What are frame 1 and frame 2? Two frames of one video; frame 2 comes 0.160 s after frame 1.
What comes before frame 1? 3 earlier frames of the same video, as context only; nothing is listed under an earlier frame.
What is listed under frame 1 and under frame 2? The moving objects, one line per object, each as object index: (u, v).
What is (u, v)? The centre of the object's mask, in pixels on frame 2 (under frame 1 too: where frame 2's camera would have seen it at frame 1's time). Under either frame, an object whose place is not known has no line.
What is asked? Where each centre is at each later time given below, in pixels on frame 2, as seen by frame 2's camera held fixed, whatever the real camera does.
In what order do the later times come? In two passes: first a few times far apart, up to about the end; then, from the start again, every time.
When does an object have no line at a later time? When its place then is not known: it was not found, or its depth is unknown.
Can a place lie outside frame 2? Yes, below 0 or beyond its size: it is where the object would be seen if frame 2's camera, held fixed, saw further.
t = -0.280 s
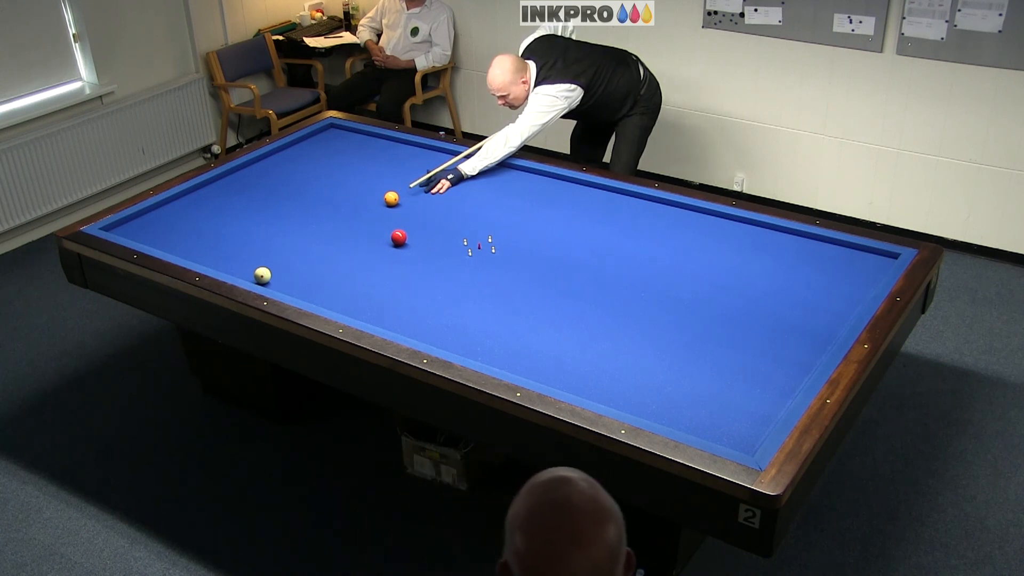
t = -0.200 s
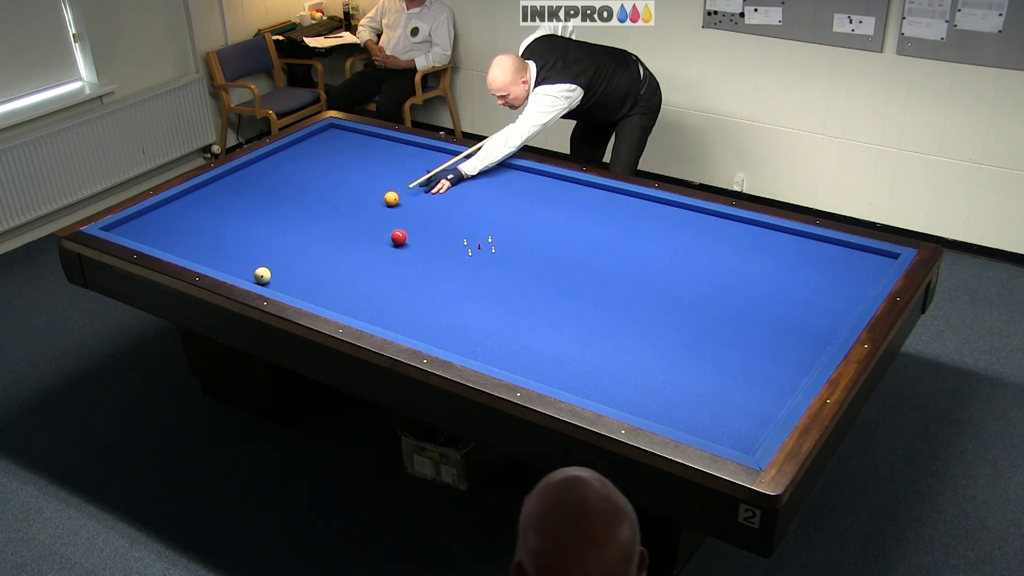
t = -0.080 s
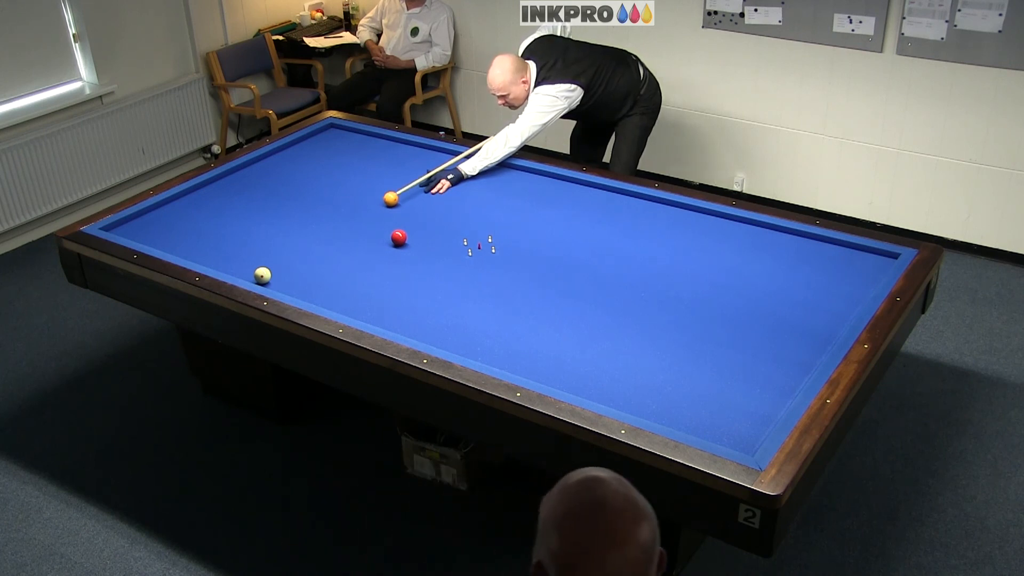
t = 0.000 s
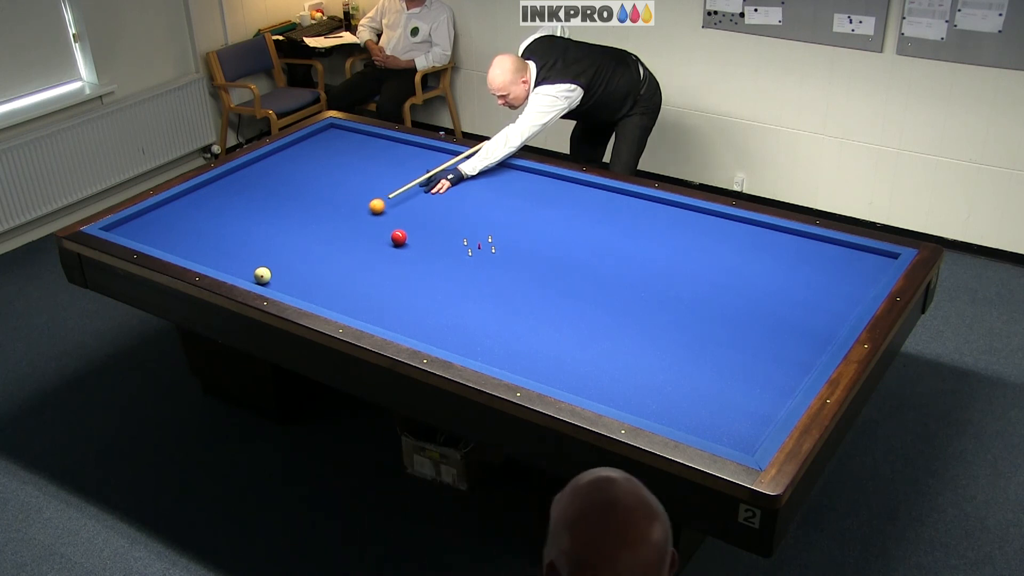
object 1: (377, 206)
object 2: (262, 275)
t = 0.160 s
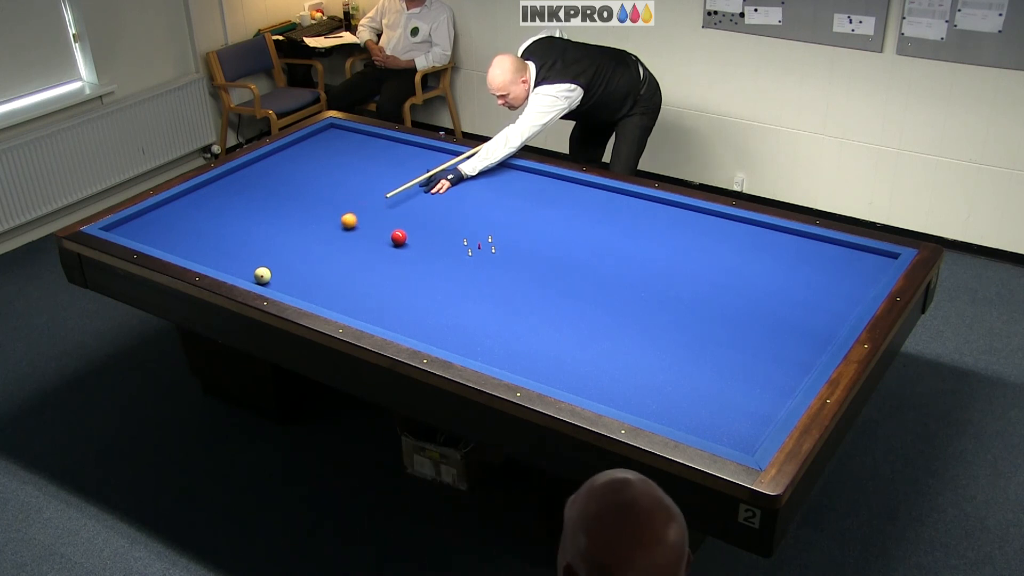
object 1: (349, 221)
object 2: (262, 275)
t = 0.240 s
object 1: (335, 229)
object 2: (262, 275)
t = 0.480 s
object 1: (289, 253)
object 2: (262, 275)
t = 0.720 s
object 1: (241, 272)
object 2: (264, 279)
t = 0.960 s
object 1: (247, 260)
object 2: (274, 283)
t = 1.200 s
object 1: (256, 246)
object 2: (288, 284)
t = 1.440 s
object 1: (265, 234)
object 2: (302, 284)
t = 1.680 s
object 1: (273, 222)
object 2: (315, 284)
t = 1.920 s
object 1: (280, 212)
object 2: (328, 284)
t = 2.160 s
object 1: (287, 202)
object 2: (340, 284)
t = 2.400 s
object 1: (294, 192)
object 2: (351, 284)
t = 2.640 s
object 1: (300, 184)
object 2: (361, 284)
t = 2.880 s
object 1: (306, 175)
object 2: (371, 284)
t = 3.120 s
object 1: (312, 168)
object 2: (380, 284)
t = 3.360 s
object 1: (317, 160)
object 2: (388, 284)
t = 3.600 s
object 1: (322, 153)
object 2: (395, 284)
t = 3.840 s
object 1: (327, 147)
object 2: (402, 285)
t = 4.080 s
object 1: (331, 141)
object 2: (408, 285)
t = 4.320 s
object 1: (335, 136)
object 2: (413, 285)
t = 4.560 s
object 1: (339, 130)
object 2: (418, 284)
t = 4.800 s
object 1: (337, 129)
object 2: (422, 284)
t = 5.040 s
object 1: (330, 130)
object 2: (425, 284)
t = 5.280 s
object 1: (323, 132)
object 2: (428, 285)
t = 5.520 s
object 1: (317, 133)
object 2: (430, 285)
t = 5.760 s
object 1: (314, 134)
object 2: (431, 285)
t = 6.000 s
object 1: (314, 136)
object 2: (431, 285)
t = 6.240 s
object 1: (313, 137)
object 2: (431, 285)
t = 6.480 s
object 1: (312, 138)
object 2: (431, 285)
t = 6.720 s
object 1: (311, 139)
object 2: (430, 285)
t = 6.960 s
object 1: (311, 139)
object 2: (430, 285)
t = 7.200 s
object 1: (311, 140)
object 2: (430, 285)
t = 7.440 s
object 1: (311, 140)
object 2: (430, 285)
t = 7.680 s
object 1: (311, 140)
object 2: (430, 285)
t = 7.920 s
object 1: (312, 140)
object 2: (430, 285)
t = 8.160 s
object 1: (312, 140)
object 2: (431, 285)
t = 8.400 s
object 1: (312, 140)
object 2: (431, 285)
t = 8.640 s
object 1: (312, 140)
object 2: (431, 285)
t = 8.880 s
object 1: (312, 140)
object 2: (431, 285)
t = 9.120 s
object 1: (312, 140)
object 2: (431, 285)
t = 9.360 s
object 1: (312, 140)
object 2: (431, 285)
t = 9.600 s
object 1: (312, 140)
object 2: (431, 285)
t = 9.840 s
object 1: (312, 140)
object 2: (431, 285)
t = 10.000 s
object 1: (312, 140)
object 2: (431, 285)
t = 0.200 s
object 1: (342, 225)
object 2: (262, 275)
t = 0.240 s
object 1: (335, 229)
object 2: (262, 275)
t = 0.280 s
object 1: (327, 233)
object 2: (262, 275)
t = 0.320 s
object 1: (320, 236)
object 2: (262, 275)
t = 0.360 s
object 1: (312, 240)
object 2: (262, 275)
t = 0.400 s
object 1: (305, 244)
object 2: (262, 275)
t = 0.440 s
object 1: (297, 249)
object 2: (262, 275)
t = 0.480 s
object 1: (289, 253)
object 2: (262, 275)
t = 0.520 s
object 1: (281, 257)
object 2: (262, 275)
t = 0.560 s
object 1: (274, 261)
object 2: (262, 275)
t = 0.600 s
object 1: (266, 263)
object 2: (262, 276)
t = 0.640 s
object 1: (257, 266)
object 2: (263, 277)
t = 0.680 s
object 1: (249, 271)
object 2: (263, 278)
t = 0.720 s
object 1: (241, 272)
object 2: (264, 279)
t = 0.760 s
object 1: (238, 271)
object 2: (264, 280)
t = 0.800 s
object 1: (240, 270)
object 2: (265, 281)
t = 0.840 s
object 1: (242, 267)
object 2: (267, 282)
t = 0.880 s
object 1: (244, 264)
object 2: (270, 282)
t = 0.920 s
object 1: (245, 262)
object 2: (272, 282)
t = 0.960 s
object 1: (247, 260)
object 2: (274, 283)
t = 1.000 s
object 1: (249, 258)
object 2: (277, 283)
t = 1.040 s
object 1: (250, 255)
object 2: (279, 283)
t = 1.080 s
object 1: (252, 253)
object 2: (281, 283)
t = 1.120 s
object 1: (253, 251)
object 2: (284, 283)
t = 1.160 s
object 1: (255, 249)
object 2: (286, 284)
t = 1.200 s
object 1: (256, 246)
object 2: (288, 284)
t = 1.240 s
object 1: (258, 244)
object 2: (290, 284)
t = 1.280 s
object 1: (259, 242)
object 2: (293, 284)
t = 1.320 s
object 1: (260, 240)
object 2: (295, 284)
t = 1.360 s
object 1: (262, 238)
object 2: (298, 284)
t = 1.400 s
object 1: (263, 236)
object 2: (300, 284)
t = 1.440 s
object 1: (265, 234)
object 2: (302, 284)
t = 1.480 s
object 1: (266, 232)
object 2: (304, 284)
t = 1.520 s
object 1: (268, 230)
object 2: (307, 284)
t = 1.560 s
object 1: (269, 228)
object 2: (309, 284)
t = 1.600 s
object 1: (270, 226)
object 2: (311, 284)
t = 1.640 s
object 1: (272, 224)
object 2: (313, 284)
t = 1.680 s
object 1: (273, 222)
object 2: (315, 284)
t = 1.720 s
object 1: (274, 220)
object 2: (317, 284)
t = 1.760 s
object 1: (275, 219)
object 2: (319, 284)
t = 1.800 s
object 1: (277, 217)
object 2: (322, 284)
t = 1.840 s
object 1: (278, 215)
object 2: (324, 284)
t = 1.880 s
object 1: (279, 213)
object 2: (326, 284)
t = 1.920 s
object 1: (280, 212)
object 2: (328, 284)
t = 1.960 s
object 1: (281, 210)
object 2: (330, 284)
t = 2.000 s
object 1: (283, 208)
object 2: (332, 284)
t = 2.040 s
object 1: (284, 207)
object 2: (334, 284)
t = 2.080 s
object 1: (285, 205)
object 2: (336, 284)
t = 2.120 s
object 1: (286, 203)
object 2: (338, 284)
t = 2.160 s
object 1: (287, 202)
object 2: (340, 284)
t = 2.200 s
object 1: (289, 200)
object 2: (341, 284)
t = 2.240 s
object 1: (289, 199)
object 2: (343, 284)
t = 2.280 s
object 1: (291, 197)
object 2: (345, 284)
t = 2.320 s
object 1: (292, 196)
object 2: (347, 284)
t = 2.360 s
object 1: (293, 194)
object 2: (349, 284)
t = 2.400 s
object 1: (294, 192)
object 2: (351, 284)
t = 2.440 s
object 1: (295, 191)
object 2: (352, 284)
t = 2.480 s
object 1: (296, 189)
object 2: (354, 284)
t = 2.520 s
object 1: (297, 188)
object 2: (356, 284)
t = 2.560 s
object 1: (298, 187)
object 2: (358, 284)
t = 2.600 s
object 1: (299, 185)
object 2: (359, 284)
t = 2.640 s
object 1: (300, 184)
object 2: (361, 284)
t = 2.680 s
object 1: (301, 182)
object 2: (363, 284)
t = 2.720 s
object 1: (302, 181)
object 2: (364, 284)
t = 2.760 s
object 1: (303, 179)
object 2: (366, 284)
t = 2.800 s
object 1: (304, 178)
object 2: (368, 284)
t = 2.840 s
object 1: (305, 176)
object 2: (369, 284)
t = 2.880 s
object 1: (306, 175)
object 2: (371, 284)
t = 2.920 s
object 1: (307, 174)
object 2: (372, 284)
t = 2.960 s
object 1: (308, 172)
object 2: (374, 284)
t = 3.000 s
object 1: (309, 171)
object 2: (375, 284)
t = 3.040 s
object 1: (310, 170)
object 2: (377, 284)
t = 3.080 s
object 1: (311, 169)
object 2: (378, 284)
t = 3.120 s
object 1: (312, 168)
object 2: (380, 284)
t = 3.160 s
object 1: (313, 166)
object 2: (381, 284)
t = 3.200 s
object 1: (314, 165)
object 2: (382, 284)
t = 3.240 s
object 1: (314, 164)
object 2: (384, 283)
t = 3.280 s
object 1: (315, 163)
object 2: (385, 284)
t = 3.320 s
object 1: (316, 161)
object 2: (386, 284)
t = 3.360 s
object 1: (317, 160)
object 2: (388, 284)
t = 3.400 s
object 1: (318, 159)
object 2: (389, 284)
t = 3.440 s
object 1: (319, 158)
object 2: (390, 284)
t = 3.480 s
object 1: (319, 157)
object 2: (391, 284)
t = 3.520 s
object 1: (320, 156)
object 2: (392, 284)
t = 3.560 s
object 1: (321, 154)
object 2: (394, 284)
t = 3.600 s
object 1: (322, 153)
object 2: (395, 284)
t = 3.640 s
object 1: (323, 152)
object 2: (396, 285)
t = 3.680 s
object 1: (324, 151)
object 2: (397, 284)
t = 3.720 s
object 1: (324, 150)
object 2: (398, 285)
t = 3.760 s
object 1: (325, 149)
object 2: (399, 285)
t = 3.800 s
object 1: (326, 148)
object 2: (401, 285)
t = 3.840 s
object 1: (327, 147)
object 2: (402, 285)
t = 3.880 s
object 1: (327, 146)
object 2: (403, 285)
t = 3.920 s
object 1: (328, 145)
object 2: (404, 285)
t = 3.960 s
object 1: (329, 144)
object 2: (405, 285)
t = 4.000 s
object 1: (330, 143)
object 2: (406, 285)
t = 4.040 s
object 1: (330, 142)
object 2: (407, 285)
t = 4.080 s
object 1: (331, 141)
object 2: (408, 285)
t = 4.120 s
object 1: (331, 140)
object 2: (408, 285)
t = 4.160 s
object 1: (332, 139)
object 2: (409, 285)
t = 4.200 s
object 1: (333, 138)
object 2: (410, 285)
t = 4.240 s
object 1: (334, 137)
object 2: (411, 285)
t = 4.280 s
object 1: (334, 137)
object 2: (412, 285)
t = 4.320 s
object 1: (335, 136)
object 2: (413, 285)
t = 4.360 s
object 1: (336, 135)
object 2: (414, 285)
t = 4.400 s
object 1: (336, 134)
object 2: (415, 285)
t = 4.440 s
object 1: (337, 133)
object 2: (416, 285)
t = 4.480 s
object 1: (338, 132)
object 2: (417, 284)
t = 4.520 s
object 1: (339, 131)
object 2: (417, 284)
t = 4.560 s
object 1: (339, 130)
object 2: (418, 284)
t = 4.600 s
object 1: (340, 130)
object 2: (419, 284)
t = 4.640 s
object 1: (340, 129)
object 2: (420, 284)
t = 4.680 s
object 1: (341, 128)
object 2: (420, 284)
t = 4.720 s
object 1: (339, 128)
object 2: (421, 284)
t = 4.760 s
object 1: (338, 129)
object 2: (421, 284)
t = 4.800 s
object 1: (337, 129)
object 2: (422, 284)
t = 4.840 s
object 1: (336, 129)
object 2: (423, 284)
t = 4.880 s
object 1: (334, 129)
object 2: (423, 284)
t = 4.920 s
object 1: (333, 129)
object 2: (424, 284)
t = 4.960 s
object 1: (332, 130)
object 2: (424, 284)
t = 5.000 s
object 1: (331, 130)
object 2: (425, 284)
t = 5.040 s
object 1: (330, 130)
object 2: (425, 284)
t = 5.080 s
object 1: (329, 130)
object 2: (425, 284)
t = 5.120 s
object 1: (327, 131)
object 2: (426, 285)
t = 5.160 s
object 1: (326, 131)
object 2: (426, 285)
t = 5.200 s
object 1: (325, 131)
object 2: (427, 285)
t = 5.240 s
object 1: (324, 131)
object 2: (427, 285)
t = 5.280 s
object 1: (323, 132)
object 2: (428, 285)
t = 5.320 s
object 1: (322, 132)
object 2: (428, 285)
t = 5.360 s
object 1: (321, 132)
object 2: (428, 285)
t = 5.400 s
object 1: (320, 132)
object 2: (429, 285)
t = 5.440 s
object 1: (319, 132)
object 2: (429, 285)
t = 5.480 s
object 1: (318, 133)
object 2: (429, 285)
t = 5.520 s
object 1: (317, 133)
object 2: (430, 285)
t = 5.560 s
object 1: (316, 133)
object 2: (430, 285)
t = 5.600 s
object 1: (315, 133)
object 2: (430, 285)
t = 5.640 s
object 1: (315, 133)
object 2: (430, 285)
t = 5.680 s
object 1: (315, 134)
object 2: (431, 285)
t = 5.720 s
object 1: (315, 134)
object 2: (431, 285)
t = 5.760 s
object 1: (314, 134)
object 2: (431, 285)
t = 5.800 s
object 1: (314, 134)
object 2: (431, 285)
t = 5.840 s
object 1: (314, 135)
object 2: (431, 285)
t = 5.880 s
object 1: (314, 135)
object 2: (431, 285)
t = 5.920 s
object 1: (314, 135)
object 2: (431, 285)
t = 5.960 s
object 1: (314, 135)
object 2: (431, 285)
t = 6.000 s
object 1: (314, 136)
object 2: (431, 285)
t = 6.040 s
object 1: (314, 136)
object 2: (431, 285)
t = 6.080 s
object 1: (313, 136)
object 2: (431, 285)
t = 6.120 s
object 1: (313, 136)
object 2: (431, 285)
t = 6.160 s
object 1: (313, 136)
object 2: (431, 285)
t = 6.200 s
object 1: (313, 137)
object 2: (431, 285)
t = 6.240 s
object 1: (313, 137)
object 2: (431, 285)
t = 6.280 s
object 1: (313, 137)
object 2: (431, 285)
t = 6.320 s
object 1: (312, 137)
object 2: (431, 285)
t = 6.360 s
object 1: (312, 137)
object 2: (431, 285)
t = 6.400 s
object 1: (312, 138)
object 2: (431, 285)
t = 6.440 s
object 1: (312, 138)
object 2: (431, 285)
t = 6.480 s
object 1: (312, 138)
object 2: (431, 285)
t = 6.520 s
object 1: (312, 138)
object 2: (431, 285)
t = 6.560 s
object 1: (312, 138)
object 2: (431, 285)
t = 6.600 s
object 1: (312, 138)
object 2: (431, 285)
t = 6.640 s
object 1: (312, 138)
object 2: (430, 285)
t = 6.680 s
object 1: (312, 138)
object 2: (430, 285)
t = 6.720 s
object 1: (311, 139)
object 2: (430, 285)
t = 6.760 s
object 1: (311, 139)
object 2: (430, 285)
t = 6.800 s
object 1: (311, 139)
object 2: (430, 285)
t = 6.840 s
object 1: (311, 139)
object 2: (430, 285)
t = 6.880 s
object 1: (311, 139)
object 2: (430, 285)
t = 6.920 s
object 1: (311, 139)
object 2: (430, 285)
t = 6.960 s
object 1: (311, 139)
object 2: (430, 285)
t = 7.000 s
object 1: (311, 139)
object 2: (430, 285)
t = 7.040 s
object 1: (311, 139)
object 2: (430, 285)
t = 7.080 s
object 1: (311, 139)
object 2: (430, 285)
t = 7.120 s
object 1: (311, 140)
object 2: (430, 285)
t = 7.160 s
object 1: (311, 140)
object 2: (430, 285)
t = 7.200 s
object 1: (311, 140)
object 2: (430, 285)
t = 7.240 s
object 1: (311, 140)
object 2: (430, 285)
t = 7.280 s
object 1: (311, 140)
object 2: (430, 285)
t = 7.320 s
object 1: (311, 140)
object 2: (430, 285)
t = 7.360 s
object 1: (311, 140)
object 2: (430, 285)
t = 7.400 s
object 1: (311, 140)
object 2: (430, 285)
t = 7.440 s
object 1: (311, 140)
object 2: (430, 285)
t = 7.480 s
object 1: (311, 140)
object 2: (430, 285)
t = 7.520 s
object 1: (311, 140)
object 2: (430, 285)
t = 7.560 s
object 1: (311, 140)
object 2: (430, 285)
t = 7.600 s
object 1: (311, 140)
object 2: (430, 285)
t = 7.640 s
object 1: (311, 140)
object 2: (430, 285)
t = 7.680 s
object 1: (311, 140)
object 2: (430, 285)
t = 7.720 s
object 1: (311, 140)
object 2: (430, 285)
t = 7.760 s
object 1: (311, 140)
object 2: (430, 285)
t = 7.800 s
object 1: (312, 140)
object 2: (430, 285)
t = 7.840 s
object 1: (312, 140)
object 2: (430, 285)
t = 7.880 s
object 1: (311, 140)
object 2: (430, 285)
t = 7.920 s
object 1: (312, 140)
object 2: (430, 285)
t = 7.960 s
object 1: (312, 140)
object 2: (430, 285)
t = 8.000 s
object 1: (312, 140)
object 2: (430, 285)
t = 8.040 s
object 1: (312, 140)
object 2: (430, 285)
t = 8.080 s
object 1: (312, 140)
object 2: (430, 285)
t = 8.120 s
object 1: (312, 140)
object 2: (431, 285)
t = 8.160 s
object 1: (312, 140)
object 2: (431, 285)
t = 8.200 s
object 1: (312, 140)
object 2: (431, 285)
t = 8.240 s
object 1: (312, 140)
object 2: (431, 285)
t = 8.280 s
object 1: (312, 140)
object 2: (431, 285)
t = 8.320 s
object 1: (312, 140)
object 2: (431, 285)
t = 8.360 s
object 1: (312, 140)
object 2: (431, 285)
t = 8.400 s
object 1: (312, 140)
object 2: (431, 285)
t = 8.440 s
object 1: (312, 140)
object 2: (431, 285)
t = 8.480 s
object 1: (312, 140)
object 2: (431, 285)
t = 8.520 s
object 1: (312, 140)
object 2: (431, 285)
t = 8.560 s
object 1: (312, 140)
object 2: (431, 285)
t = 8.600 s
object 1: (312, 140)
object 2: (431, 285)
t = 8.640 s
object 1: (312, 140)
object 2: (431, 285)
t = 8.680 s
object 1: (312, 140)
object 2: (431, 285)
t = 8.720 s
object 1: (312, 140)
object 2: (431, 285)
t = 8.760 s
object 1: (312, 140)
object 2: (431, 285)
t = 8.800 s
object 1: (312, 140)
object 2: (431, 285)
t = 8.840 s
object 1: (312, 140)
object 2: (431, 285)
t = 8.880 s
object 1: (312, 140)
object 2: (431, 285)
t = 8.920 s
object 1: (312, 140)
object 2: (431, 285)
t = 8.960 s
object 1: (312, 140)
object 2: (431, 285)
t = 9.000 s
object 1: (312, 140)
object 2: (431, 285)
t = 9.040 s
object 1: (312, 140)
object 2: (431, 285)
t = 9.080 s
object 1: (312, 140)
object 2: (431, 285)
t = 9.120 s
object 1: (312, 140)
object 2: (431, 285)
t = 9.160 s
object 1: (312, 140)
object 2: (431, 285)
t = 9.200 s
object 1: (312, 140)
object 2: (431, 285)
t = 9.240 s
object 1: (312, 140)
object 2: (431, 285)
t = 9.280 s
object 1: (312, 140)
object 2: (431, 285)
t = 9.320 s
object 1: (312, 140)
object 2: (431, 285)
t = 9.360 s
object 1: (312, 140)
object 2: (431, 285)
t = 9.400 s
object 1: (312, 140)
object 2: (431, 285)
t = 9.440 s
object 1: (312, 140)
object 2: (431, 285)
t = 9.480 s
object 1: (312, 140)
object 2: (431, 285)
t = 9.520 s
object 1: (312, 140)
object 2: (431, 285)
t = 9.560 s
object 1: (312, 140)
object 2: (431, 285)
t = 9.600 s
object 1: (312, 140)
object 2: (431, 285)
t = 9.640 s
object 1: (312, 140)
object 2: (431, 285)
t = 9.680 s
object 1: (312, 140)
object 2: (431, 285)
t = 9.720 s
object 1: (312, 140)
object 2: (431, 285)
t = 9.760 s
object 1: (312, 140)
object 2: (431, 285)
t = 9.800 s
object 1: (312, 140)
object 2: (431, 285)
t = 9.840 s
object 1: (312, 140)
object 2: (431, 285)
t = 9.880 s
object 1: (312, 140)
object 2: (431, 285)
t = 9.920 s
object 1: (312, 140)
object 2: (431, 285)
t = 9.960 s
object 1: (312, 140)
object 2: (431, 285)
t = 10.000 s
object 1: (312, 140)
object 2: (431, 285)
